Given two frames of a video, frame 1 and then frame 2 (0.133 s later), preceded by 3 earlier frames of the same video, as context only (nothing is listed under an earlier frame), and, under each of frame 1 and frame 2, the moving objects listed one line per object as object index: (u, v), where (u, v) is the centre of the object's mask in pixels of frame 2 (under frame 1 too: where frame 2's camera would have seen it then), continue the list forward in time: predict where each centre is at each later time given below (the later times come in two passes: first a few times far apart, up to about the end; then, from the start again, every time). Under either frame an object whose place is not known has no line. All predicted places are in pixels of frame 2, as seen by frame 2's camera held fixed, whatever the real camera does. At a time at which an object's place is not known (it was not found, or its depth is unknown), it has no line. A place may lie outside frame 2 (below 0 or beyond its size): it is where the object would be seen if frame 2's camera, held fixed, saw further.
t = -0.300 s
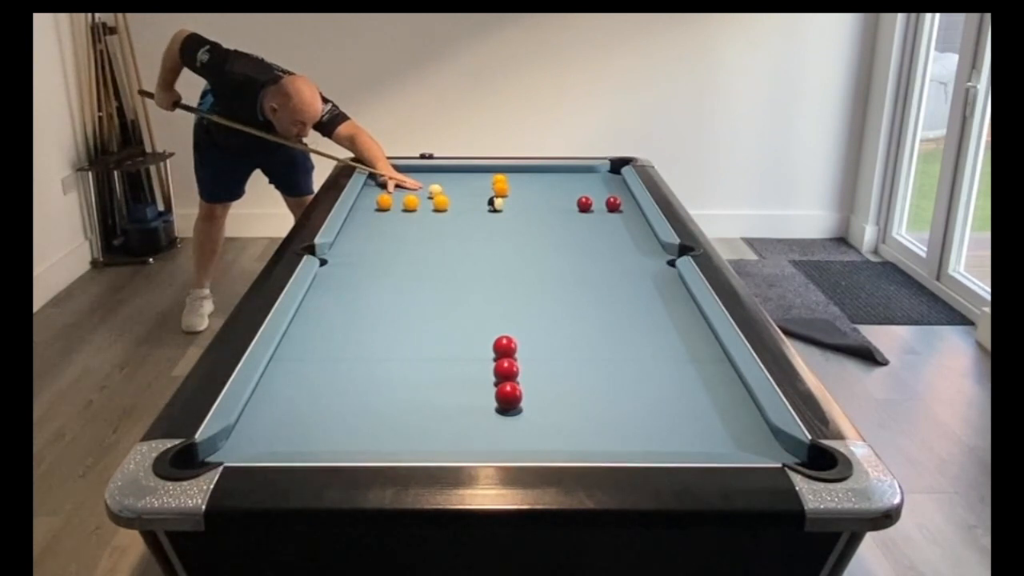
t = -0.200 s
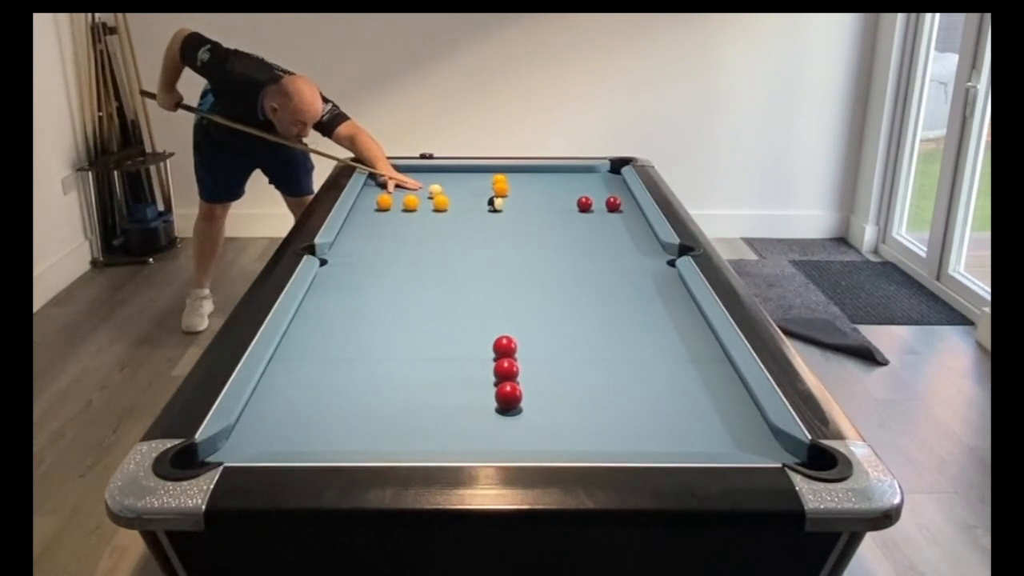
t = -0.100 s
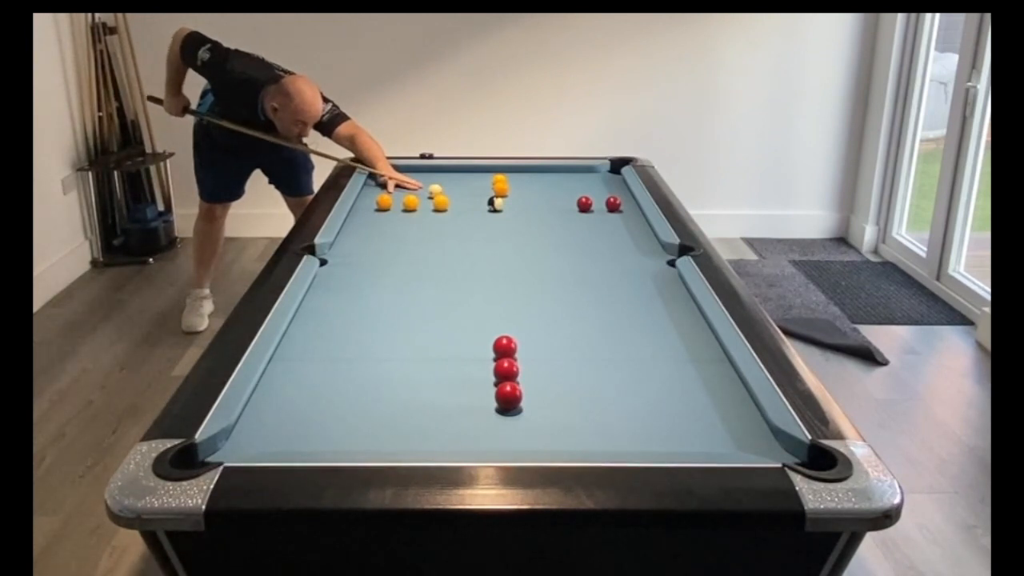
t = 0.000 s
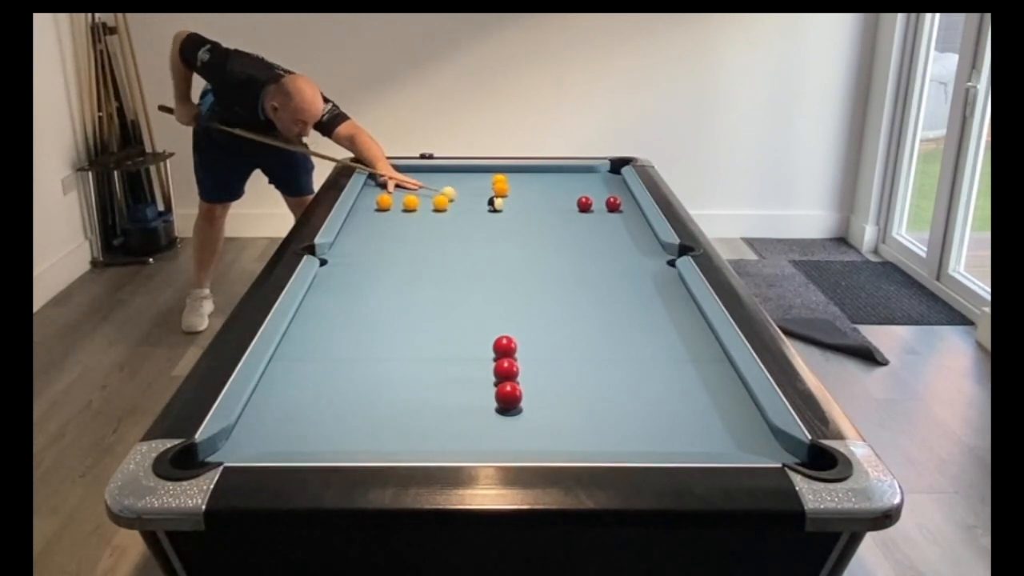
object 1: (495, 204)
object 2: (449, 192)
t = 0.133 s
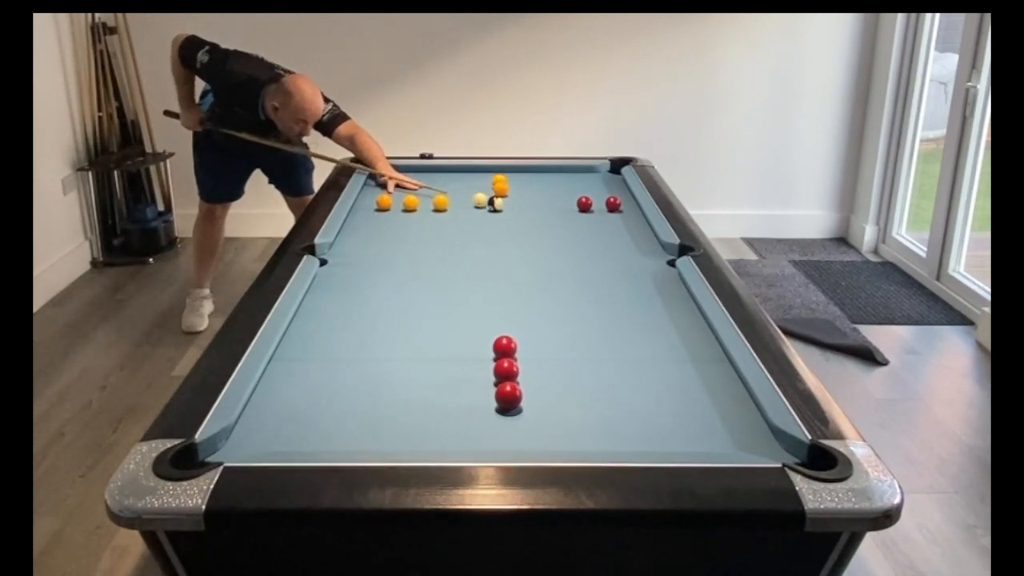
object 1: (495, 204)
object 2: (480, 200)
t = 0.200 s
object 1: (503, 206)
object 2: (485, 200)
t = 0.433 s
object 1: (532, 214)
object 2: (500, 200)
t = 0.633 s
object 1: (557, 221)
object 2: (512, 200)
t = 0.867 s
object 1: (587, 230)
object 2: (524, 200)
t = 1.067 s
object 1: (613, 237)
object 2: (532, 199)
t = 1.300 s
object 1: (641, 245)
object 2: (541, 199)
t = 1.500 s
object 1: (666, 251)
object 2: (547, 199)
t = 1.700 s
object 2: (552, 199)
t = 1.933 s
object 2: (556, 199)
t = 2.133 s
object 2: (558, 199)
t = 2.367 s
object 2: (560, 199)
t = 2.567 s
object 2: (560, 199)
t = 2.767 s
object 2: (560, 198)
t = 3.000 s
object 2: (560, 199)
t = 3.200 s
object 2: (560, 198)
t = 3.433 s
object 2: (560, 199)
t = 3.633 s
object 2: (560, 198)
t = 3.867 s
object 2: (560, 198)
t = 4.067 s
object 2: (560, 198)
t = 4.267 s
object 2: (560, 198)
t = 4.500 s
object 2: (560, 198)
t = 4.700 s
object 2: (560, 199)
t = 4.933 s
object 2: (560, 199)
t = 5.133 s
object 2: (560, 199)
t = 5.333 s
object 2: (560, 199)
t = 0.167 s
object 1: (498, 205)
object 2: (484, 200)
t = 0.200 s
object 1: (503, 206)
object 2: (485, 200)
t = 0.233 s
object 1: (508, 208)
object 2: (487, 201)
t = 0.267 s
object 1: (512, 209)
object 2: (489, 200)
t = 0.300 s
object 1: (516, 209)
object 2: (492, 200)
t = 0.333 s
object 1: (520, 211)
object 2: (494, 200)
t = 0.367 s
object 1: (524, 212)
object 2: (496, 200)
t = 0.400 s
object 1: (529, 214)
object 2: (498, 200)
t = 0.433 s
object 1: (532, 214)
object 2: (500, 200)
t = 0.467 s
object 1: (537, 215)
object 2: (502, 200)
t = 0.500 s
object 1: (541, 217)
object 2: (504, 200)
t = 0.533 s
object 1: (545, 218)
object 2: (506, 200)
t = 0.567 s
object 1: (549, 219)
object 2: (508, 200)
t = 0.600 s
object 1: (553, 220)
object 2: (510, 200)
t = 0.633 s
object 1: (557, 221)
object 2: (512, 200)
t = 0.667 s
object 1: (562, 223)
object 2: (513, 200)
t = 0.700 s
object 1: (566, 224)
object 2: (515, 199)
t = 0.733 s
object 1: (570, 225)
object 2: (516, 200)
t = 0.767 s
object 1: (574, 226)
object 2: (519, 200)
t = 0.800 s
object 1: (578, 227)
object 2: (520, 200)
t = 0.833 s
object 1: (582, 228)
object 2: (522, 200)
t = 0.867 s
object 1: (587, 230)
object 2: (524, 200)
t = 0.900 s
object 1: (591, 232)
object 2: (525, 199)
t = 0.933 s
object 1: (595, 232)
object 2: (527, 199)
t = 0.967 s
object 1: (599, 233)
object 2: (528, 200)
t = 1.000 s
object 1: (603, 234)
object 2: (529, 199)
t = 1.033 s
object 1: (608, 236)
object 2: (531, 199)
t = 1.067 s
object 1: (613, 237)
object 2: (532, 199)
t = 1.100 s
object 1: (616, 238)
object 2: (533, 199)
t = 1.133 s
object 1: (620, 239)
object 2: (534, 199)
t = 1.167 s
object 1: (624, 240)
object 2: (536, 199)
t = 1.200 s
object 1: (629, 241)
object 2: (537, 199)
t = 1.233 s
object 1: (634, 243)
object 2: (538, 199)
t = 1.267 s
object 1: (638, 245)
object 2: (540, 199)
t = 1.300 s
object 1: (641, 245)
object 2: (541, 199)
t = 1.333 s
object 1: (645, 246)
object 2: (542, 199)
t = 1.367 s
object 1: (649, 247)
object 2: (543, 199)
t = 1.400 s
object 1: (654, 249)
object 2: (544, 199)
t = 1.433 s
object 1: (658, 250)
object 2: (545, 199)
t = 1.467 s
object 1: (662, 251)
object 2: (546, 199)
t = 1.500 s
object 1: (666, 251)
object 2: (547, 199)
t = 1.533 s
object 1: (670, 254)
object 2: (548, 199)
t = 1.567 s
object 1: (674, 257)
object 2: (549, 199)
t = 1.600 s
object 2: (550, 199)
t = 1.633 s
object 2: (551, 199)
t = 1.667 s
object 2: (551, 199)
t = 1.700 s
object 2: (552, 199)
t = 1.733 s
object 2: (553, 199)
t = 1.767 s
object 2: (554, 199)
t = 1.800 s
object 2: (554, 199)
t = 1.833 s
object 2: (555, 199)
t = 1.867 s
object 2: (555, 199)
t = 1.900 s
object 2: (556, 199)
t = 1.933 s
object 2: (556, 199)
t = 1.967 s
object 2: (556, 199)
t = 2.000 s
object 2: (557, 199)
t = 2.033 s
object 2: (557, 199)
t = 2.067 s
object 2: (558, 199)
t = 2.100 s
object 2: (558, 199)
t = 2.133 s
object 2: (558, 199)
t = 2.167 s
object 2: (559, 199)
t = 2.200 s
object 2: (559, 199)
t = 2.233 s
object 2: (559, 199)
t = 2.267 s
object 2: (559, 199)
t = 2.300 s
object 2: (559, 199)
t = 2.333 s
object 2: (560, 199)
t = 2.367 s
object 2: (560, 199)
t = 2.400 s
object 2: (560, 199)
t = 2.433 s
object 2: (560, 199)
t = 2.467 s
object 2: (560, 199)
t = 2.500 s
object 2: (560, 199)
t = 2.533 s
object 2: (560, 198)
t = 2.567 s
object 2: (560, 199)
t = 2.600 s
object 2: (560, 198)
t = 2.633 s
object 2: (560, 198)
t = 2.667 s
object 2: (560, 198)
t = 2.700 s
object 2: (560, 198)
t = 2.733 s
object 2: (560, 198)
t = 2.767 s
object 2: (560, 198)
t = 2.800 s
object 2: (560, 198)
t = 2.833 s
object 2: (560, 198)
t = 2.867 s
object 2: (560, 198)
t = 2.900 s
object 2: (560, 199)
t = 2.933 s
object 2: (560, 199)
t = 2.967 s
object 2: (560, 198)
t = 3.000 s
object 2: (560, 199)
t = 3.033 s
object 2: (560, 198)
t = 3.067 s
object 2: (560, 199)
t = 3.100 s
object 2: (560, 198)
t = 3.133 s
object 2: (560, 198)
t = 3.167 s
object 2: (560, 199)
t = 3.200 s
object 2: (560, 198)
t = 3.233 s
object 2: (560, 198)
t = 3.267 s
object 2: (560, 199)
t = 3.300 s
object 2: (560, 199)
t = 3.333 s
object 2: (560, 198)
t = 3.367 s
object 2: (560, 198)
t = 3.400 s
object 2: (560, 198)
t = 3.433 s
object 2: (560, 199)
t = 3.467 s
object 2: (560, 198)
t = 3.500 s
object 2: (560, 198)
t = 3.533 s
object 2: (560, 198)
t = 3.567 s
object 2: (560, 198)
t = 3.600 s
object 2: (560, 198)
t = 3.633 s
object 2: (560, 198)
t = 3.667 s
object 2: (560, 198)
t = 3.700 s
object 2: (560, 198)
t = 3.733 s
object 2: (560, 198)
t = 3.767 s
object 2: (560, 198)
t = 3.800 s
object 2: (560, 198)
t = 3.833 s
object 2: (560, 198)
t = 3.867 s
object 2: (560, 198)
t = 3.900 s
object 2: (560, 198)
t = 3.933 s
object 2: (560, 198)
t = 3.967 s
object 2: (560, 198)
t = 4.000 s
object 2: (560, 198)
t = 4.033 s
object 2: (560, 198)
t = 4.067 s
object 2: (560, 198)
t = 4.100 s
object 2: (560, 198)
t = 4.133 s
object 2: (560, 198)
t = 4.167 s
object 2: (560, 198)
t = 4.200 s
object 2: (560, 198)
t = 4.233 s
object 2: (560, 198)
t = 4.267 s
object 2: (560, 198)
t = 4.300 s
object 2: (560, 198)
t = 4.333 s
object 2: (560, 198)
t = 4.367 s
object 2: (560, 198)
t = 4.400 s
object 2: (560, 198)
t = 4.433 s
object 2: (560, 198)
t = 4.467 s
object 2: (560, 198)
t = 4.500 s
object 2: (560, 198)
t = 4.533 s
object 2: (560, 198)
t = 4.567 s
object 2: (560, 198)
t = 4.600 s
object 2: (560, 198)
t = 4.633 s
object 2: (560, 198)
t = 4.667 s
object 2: (560, 199)
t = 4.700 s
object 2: (560, 199)
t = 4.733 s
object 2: (560, 198)
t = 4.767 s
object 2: (560, 199)
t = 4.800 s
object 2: (560, 199)
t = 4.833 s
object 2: (560, 198)
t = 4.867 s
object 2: (560, 199)
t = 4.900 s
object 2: (560, 199)
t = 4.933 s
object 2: (560, 199)
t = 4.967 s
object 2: (560, 199)
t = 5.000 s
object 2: (560, 199)
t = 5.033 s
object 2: (560, 199)
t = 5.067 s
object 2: (560, 199)
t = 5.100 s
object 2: (560, 199)
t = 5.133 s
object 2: (560, 199)
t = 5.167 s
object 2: (560, 199)
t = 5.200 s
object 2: (560, 199)
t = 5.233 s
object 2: (560, 199)
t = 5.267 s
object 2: (560, 199)
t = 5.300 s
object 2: (560, 199)
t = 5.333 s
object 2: (560, 199)
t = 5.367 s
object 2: (560, 199)
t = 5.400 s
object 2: (560, 199)
